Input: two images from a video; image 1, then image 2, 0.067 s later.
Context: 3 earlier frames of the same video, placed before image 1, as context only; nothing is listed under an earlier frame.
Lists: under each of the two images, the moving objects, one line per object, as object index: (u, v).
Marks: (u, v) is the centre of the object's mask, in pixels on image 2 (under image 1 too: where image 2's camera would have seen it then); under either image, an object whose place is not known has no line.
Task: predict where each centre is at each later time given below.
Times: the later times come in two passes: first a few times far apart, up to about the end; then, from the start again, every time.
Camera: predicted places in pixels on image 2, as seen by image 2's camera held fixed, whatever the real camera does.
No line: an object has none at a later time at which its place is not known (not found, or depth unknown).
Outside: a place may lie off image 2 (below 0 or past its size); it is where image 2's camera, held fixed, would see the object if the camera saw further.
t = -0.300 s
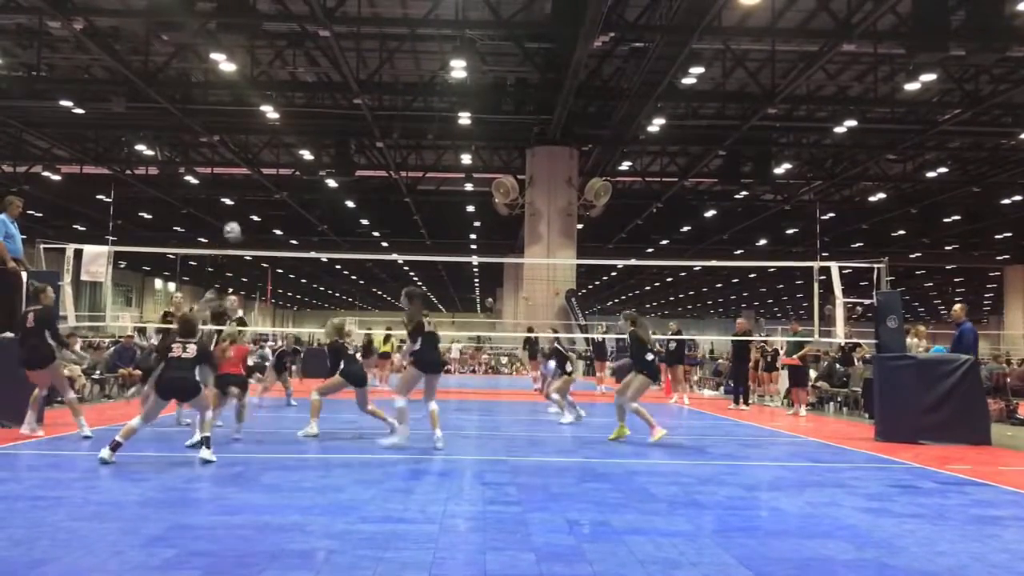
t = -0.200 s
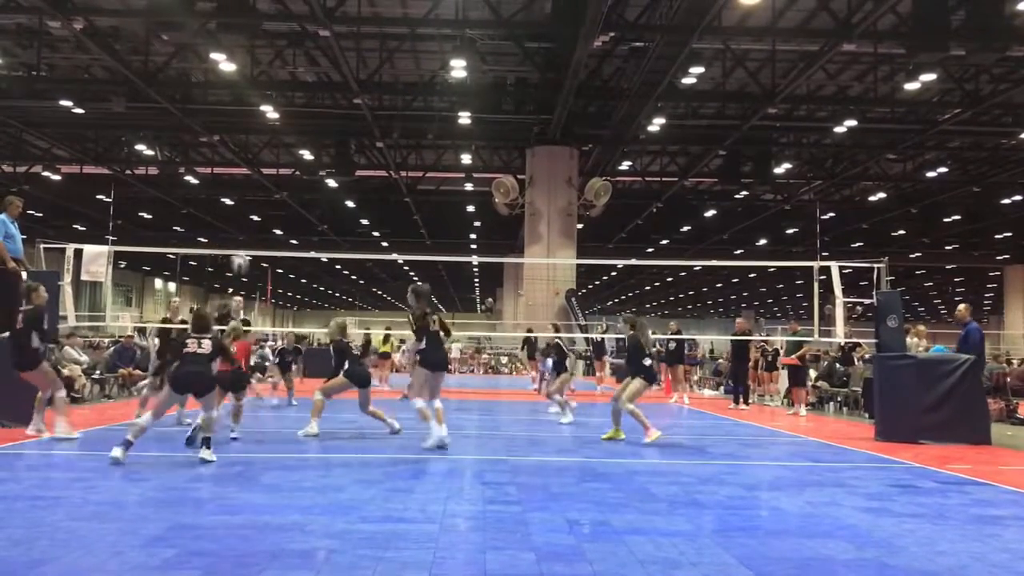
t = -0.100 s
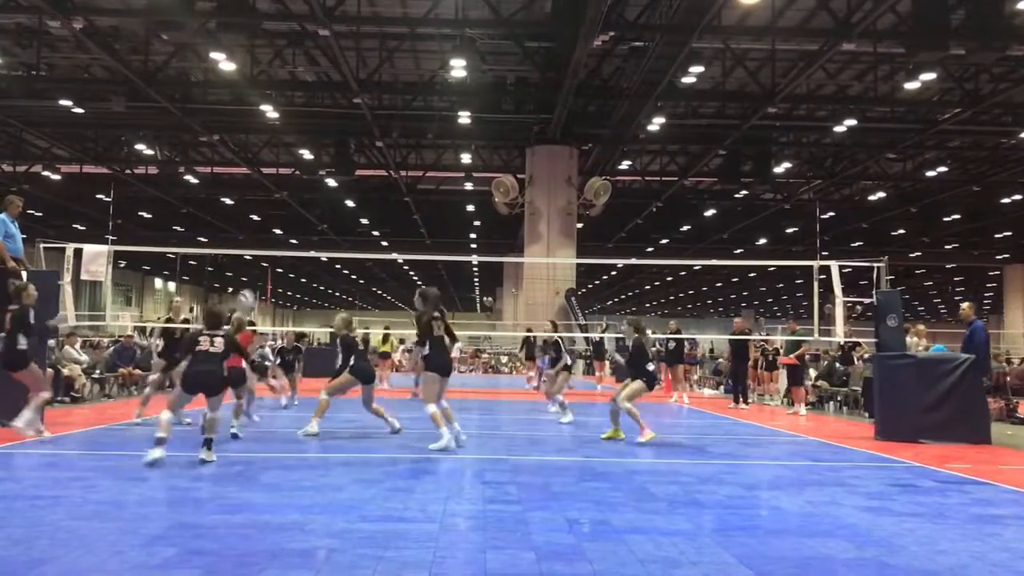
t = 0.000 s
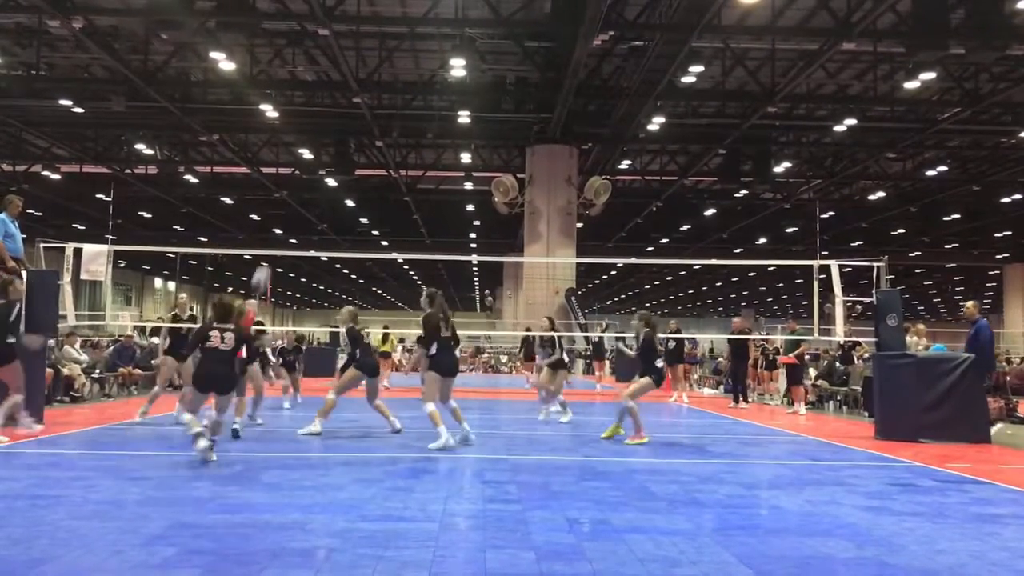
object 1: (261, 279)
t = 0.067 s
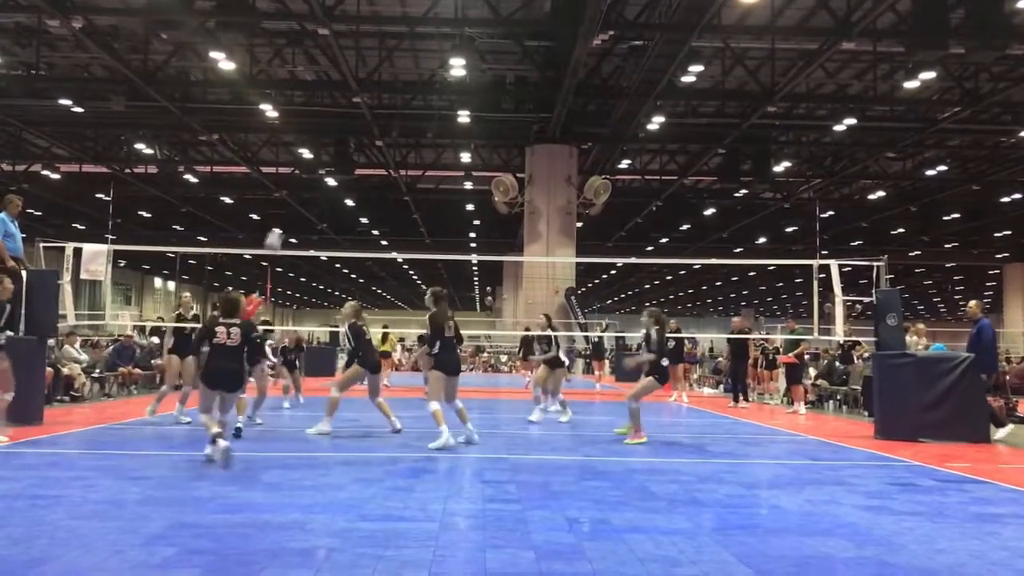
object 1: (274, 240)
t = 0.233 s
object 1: (303, 167)
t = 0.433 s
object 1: (338, 109)
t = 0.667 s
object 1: (375, 84)
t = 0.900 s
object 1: (412, 103)
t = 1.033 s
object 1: (432, 133)
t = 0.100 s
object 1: (279, 222)
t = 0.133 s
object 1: (286, 208)
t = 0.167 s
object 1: (292, 193)
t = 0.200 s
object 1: (297, 180)
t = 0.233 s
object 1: (303, 167)
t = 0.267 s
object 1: (309, 155)
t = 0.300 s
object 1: (315, 143)
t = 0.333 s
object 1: (321, 133)
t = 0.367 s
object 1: (327, 123)
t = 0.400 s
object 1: (332, 115)
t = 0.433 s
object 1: (338, 109)
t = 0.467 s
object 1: (343, 102)
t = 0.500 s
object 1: (349, 97)
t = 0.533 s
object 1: (354, 94)
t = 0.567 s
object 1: (359, 90)
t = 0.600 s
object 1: (364, 88)
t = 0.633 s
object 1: (370, 86)
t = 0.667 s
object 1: (375, 84)
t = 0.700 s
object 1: (380, 84)
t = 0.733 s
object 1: (386, 85)
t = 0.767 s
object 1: (391, 87)
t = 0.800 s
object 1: (396, 90)
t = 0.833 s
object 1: (401, 93)
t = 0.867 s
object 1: (407, 97)
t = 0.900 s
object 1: (412, 103)
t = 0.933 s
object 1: (417, 109)
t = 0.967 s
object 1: (421, 116)
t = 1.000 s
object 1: (426, 124)
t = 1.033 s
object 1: (432, 133)
